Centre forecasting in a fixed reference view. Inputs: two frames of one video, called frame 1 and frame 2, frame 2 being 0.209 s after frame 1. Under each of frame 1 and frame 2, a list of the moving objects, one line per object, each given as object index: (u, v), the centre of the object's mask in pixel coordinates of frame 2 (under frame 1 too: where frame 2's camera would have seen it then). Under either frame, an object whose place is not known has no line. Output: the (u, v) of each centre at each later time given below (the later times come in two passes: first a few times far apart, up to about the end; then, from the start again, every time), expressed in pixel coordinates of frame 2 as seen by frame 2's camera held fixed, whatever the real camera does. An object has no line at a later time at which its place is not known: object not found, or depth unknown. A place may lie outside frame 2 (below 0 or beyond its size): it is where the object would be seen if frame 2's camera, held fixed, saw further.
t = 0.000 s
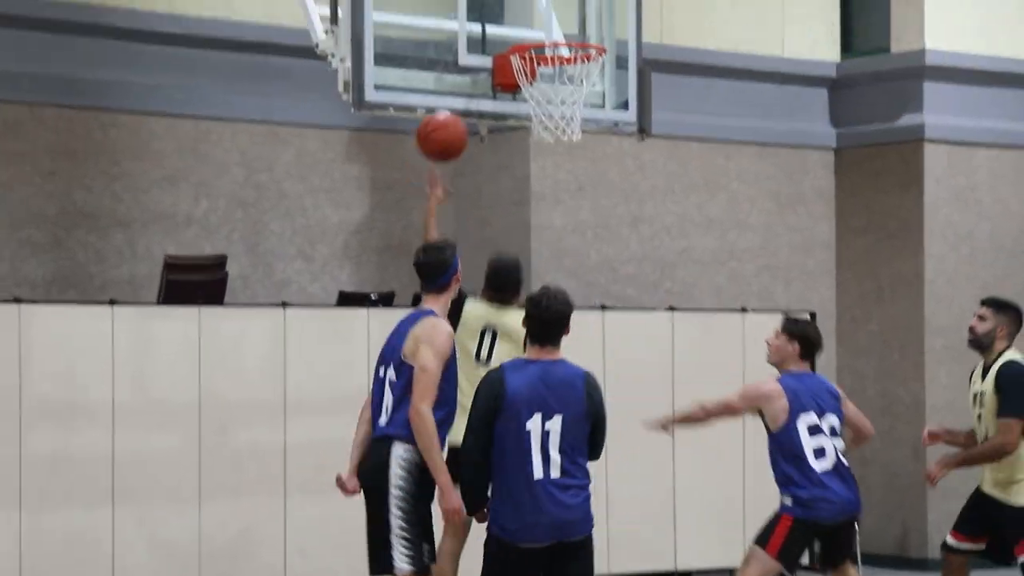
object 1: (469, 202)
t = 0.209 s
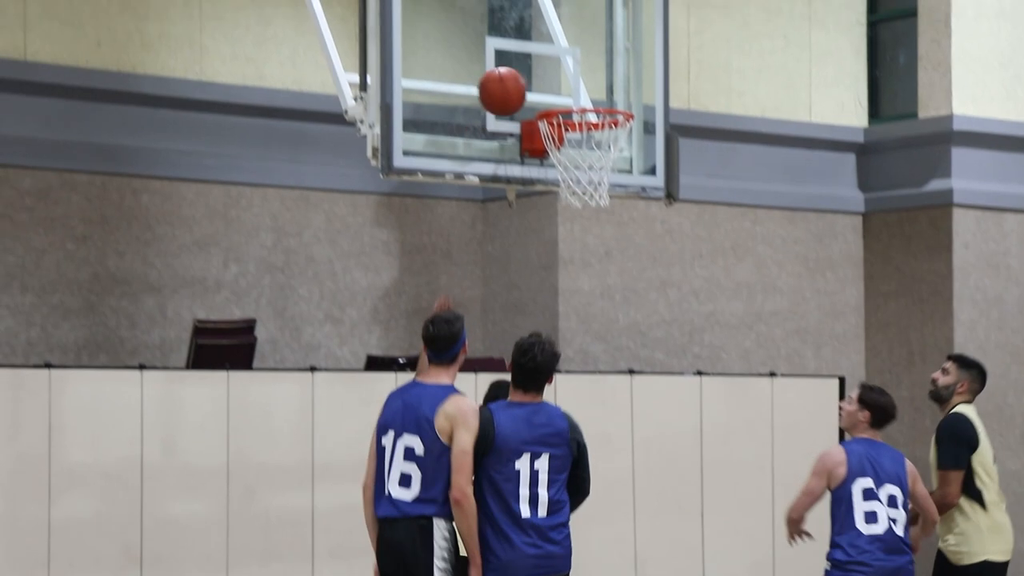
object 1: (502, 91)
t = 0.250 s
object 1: (508, 80)
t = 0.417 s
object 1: (538, 64)
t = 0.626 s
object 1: (600, 91)
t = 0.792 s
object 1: (605, 69)
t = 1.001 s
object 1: (610, 104)
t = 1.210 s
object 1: (574, 171)
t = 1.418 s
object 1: (554, 261)
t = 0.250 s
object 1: (508, 80)
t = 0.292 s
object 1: (514, 72)
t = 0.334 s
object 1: (520, 69)
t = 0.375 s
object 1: (526, 68)
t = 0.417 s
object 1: (538, 64)
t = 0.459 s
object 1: (550, 64)
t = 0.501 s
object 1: (563, 66)
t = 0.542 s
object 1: (574, 71)
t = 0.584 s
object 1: (587, 81)
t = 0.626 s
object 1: (600, 91)
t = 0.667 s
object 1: (603, 88)
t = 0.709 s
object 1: (604, 79)
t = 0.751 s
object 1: (605, 72)
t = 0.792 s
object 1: (605, 69)
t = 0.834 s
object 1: (607, 69)
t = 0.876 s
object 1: (608, 71)
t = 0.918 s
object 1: (609, 79)
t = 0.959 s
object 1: (610, 88)
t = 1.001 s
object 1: (610, 104)
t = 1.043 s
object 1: (606, 114)
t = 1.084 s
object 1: (599, 129)
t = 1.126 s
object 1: (591, 140)
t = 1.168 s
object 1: (581, 156)
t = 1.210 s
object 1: (574, 171)
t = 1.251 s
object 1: (570, 184)
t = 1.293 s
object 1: (566, 202)
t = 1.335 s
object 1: (561, 215)
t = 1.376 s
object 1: (557, 236)
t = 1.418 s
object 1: (554, 261)
